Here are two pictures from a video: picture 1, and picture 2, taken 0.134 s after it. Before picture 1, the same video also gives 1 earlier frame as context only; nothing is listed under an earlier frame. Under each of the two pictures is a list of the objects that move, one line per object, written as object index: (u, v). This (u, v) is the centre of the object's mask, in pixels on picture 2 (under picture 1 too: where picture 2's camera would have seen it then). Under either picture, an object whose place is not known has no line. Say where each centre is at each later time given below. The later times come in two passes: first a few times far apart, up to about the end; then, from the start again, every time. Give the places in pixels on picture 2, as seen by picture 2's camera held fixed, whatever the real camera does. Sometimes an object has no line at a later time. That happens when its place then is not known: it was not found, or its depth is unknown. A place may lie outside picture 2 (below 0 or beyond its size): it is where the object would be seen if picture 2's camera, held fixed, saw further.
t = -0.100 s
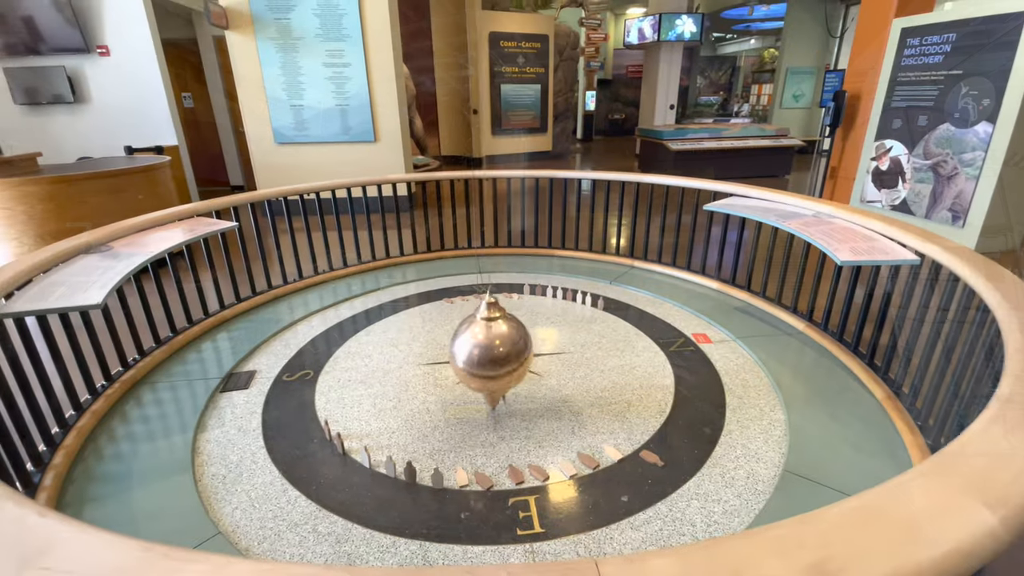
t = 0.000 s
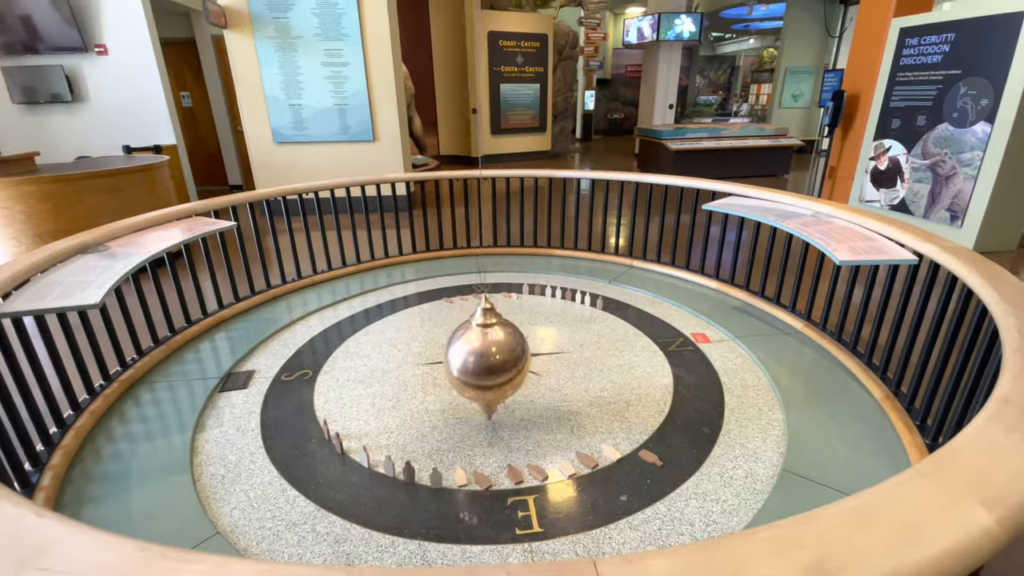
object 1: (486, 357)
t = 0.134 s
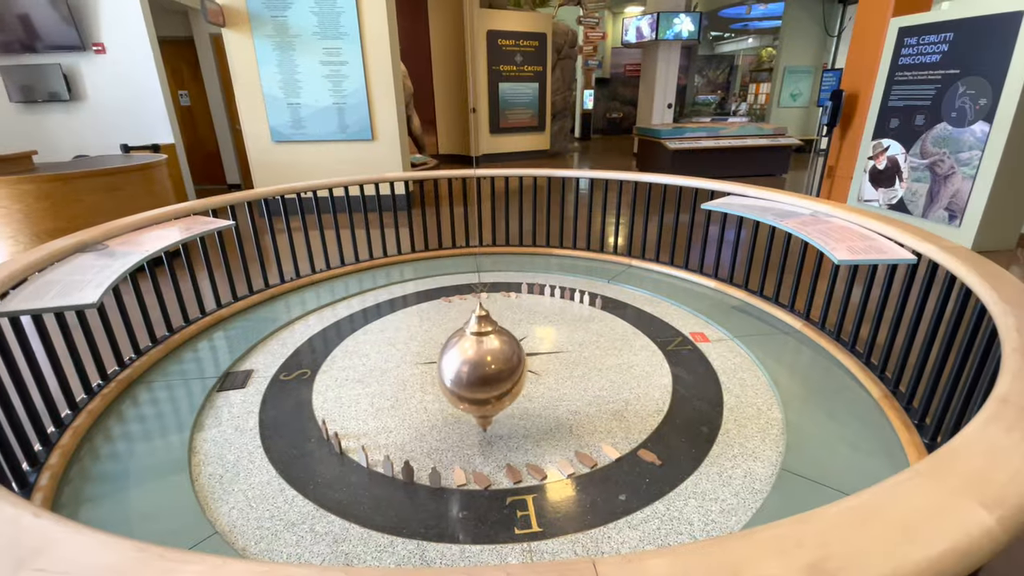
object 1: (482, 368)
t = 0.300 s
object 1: (477, 380)
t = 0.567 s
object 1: (468, 396)
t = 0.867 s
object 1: (460, 408)
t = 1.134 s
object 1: (455, 409)
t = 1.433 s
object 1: (454, 401)
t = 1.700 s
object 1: (457, 387)
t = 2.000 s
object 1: (463, 366)
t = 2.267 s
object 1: (469, 345)
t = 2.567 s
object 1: (477, 325)
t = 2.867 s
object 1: (484, 303)
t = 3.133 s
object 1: (489, 287)
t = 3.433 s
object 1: (495, 273)
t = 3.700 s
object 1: (499, 263)
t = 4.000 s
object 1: (503, 254)
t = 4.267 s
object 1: (505, 249)
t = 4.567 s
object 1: (508, 246)
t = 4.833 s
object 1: (510, 247)
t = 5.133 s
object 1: (511, 251)
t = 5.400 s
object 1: (511, 257)
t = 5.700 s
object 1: (510, 267)
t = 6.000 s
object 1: (508, 280)
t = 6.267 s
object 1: (505, 294)
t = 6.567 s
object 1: (500, 313)
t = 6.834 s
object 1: (494, 332)
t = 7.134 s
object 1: (486, 354)
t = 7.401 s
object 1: (478, 374)
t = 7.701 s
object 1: (468, 394)
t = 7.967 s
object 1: (461, 406)
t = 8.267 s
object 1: (455, 410)
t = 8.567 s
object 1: (453, 403)
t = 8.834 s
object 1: (455, 390)
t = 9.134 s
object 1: (461, 369)
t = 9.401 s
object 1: (466, 350)
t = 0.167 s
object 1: (481, 370)
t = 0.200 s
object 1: (480, 373)
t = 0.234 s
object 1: (479, 375)
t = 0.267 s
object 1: (477, 377)
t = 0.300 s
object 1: (477, 380)
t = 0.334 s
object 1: (475, 382)
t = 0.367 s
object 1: (474, 384)
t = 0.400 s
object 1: (473, 386)
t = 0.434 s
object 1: (472, 388)
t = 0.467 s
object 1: (471, 390)
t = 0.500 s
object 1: (470, 392)
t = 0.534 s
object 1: (469, 394)
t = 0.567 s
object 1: (468, 396)
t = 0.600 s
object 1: (467, 398)
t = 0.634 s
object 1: (466, 399)
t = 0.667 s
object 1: (465, 401)
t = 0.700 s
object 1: (464, 402)
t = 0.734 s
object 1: (463, 404)
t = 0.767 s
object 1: (462, 405)
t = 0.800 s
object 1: (461, 406)
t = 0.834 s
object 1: (460, 407)
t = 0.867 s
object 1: (460, 408)
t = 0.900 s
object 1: (459, 408)
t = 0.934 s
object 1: (458, 409)
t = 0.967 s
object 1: (458, 409)
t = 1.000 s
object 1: (457, 410)
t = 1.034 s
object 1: (457, 410)
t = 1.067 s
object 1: (456, 410)
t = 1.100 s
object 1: (455, 410)
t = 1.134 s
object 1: (455, 409)
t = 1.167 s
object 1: (455, 409)
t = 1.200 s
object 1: (455, 408)
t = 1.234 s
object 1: (455, 408)
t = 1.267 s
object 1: (454, 407)
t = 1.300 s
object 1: (454, 406)
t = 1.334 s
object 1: (454, 405)
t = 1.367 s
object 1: (454, 404)
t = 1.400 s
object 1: (454, 403)
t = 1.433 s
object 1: (454, 401)
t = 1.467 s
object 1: (454, 400)
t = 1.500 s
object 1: (455, 398)
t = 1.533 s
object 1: (455, 396)
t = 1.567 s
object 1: (455, 395)
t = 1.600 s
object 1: (456, 393)
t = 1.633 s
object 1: (456, 391)
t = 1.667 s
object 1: (457, 389)
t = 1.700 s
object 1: (457, 387)
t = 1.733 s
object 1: (458, 385)
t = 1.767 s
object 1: (458, 382)
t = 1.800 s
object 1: (459, 380)
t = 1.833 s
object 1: (460, 378)
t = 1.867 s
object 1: (460, 376)
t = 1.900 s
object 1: (461, 373)
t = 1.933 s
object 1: (462, 371)
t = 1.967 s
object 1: (462, 368)
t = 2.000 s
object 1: (463, 366)
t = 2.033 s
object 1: (464, 363)
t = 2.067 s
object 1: (464, 361)
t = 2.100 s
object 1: (465, 358)
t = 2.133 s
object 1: (466, 356)
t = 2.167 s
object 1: (467, 353)
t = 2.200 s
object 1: (468, 351)
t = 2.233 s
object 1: (468, 348)
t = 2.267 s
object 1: (469, 345)
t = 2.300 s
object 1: (470, 343)
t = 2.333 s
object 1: (471, 341)
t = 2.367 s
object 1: (472, 338)
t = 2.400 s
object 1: (473, 335)
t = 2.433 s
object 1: (473, 333)
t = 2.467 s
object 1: (474, 331)
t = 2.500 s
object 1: (475, 328)
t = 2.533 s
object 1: (476, 327)
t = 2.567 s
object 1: (477, 325)
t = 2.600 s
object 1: (477, 321)
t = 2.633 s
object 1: (478, 318)
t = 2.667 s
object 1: (479, 316)
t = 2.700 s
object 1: (479, 313)
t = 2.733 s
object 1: (480, 312)
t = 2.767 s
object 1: (481, 310)
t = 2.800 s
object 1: (482, 307)
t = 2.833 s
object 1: (483, 305)
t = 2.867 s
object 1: (484, 303)
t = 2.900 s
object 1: (484, 301)
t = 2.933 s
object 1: (485, 299)
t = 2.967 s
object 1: (486, 297)
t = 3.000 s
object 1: (486, 295)
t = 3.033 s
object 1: (487, 293)
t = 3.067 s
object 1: (488, 291)
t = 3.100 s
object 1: (488, 289)
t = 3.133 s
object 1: (489, 287)
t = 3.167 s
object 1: (490, 286)
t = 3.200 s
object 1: (491, 284)
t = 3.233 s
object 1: (491, 282)
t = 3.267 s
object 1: (492, 281)
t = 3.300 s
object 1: (492, 279)
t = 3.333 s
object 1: (493, 277)
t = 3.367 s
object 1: (493, 276)
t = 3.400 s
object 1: (494, 274)
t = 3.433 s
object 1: (495, 273)
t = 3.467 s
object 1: (495, 271)
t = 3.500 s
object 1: (496, 270)
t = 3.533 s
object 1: (496, 269)
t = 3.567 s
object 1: (497, 267)
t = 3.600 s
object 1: (497, 266)
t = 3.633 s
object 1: (498, 265)
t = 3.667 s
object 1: (498, 264)
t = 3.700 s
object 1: (499, 263)
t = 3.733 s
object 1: (499, 262)
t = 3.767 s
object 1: (500, 261)
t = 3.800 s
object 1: (500, 259)
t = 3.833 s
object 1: (501, 259)
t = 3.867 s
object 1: (501, 257)
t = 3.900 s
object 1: (502, 257)
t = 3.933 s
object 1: (502, 256)
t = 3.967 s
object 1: (502, 255)
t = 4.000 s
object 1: (503, 254)
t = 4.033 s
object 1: (503, 253)
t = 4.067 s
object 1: (503, 253)
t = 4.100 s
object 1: (504, 252)
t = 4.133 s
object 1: (504, 251)
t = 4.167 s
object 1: (504, 250)
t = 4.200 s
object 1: (505, 250)
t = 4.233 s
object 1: (505, 249)
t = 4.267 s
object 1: (505, 249)
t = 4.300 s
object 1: (506, 248)
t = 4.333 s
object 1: (506, 248)
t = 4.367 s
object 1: (506, 248)
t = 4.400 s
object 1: (506, 247)
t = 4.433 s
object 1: (507, 247)
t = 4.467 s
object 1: (507, 247)
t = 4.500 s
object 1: (507, 247)
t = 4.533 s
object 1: (508, 246)
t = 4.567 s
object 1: (508, 246)
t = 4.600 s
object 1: (508, 246)
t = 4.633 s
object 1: (509, 246)
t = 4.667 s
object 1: (509, 246)
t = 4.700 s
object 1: (509, 246)
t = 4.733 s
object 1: (509, 246)
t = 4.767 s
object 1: (509, 247)
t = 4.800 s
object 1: (509, 247)
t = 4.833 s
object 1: (510, 247)
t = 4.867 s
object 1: (510, 247)
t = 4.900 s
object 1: (510, 248)
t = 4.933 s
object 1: (510, 248)
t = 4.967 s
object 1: (510, 248)
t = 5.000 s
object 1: (510, 249)
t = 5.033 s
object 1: (510, 250)
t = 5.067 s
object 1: (510, 250)
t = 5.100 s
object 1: (511, 250)
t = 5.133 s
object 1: (511, 251)
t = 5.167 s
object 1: (511, 252)
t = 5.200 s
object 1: (511, 252)
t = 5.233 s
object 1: (511, 253)
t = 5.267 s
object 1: (511, 254)
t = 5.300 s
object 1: (511, 254)
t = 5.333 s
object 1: (511, 255)
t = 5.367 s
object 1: (511, 256)
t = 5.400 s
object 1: (511, 257)
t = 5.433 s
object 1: (511, 258)
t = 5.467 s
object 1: (511, 259)
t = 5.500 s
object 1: (511, 260)
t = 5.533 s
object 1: (510, 261)
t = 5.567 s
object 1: (510, 262)
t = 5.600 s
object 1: (510, 263)
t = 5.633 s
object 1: (510, 265)
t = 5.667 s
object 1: (510, 266)
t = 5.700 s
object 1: (510, 267)
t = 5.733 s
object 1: (510, 268)
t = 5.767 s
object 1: (510, 270)
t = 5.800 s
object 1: (510, 271)
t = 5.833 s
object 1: (510, 272)
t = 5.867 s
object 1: (509, 274)
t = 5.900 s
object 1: (509, 275)
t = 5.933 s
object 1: (509, 277)
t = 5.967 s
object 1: (508, 278)
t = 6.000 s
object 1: (508, 280)
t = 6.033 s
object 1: (508, 282)
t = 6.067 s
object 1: (507, 283)
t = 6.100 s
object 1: (507, 285)
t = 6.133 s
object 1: (507, 287)
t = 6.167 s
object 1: (506, 289)
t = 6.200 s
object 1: (506, 291)
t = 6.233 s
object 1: (505, 293)
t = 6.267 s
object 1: (505, 294)
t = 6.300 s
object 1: (504, 296)
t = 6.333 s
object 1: (504, 298)
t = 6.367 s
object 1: (503, 300)
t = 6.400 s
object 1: (503, 302)
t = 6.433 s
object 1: (502, 305)
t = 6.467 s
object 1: (502, 307)
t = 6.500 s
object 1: (501, 309)
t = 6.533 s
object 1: (501, 311)
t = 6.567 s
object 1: (500, 313)
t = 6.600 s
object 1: (499, 316)
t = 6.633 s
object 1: (498, 318)
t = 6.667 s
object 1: (497, 321)
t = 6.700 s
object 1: (497, 323)
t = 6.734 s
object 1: (496, 325)
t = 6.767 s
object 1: (496, 327)
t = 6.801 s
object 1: (495, 329)
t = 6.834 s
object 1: (494, 332)
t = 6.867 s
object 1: (493, 334)
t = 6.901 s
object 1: (493, 337)
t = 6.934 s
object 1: (492, 339)
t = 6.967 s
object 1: (491, 342)
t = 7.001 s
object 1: (490, 344)
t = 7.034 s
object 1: (489, 347)
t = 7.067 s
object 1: (488, 349)
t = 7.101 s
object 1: (487, 352)
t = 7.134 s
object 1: (486, 354)
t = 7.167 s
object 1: (485, 357)
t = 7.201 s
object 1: (484, 360)
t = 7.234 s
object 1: (483, 362)
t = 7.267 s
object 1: (482, 364)
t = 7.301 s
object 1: (481, 367)
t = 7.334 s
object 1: (480, 369)
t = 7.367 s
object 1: (479, 372)
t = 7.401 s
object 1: (478, 374)
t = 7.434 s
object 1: (477, 377)
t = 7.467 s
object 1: (476, 379)
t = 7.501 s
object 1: (475, 381)
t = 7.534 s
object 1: (474, 383)
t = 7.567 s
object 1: (473, 386)
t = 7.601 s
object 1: (471, 388)
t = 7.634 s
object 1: (470, 390)
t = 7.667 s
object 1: (469, 392)
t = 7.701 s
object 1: (468, 394)
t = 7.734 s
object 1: (467, 396)
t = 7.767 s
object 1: (466, 397)
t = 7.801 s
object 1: (465, 399)
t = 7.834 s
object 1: (464, 401)
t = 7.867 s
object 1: (463, 402)
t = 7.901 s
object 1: (462, 403)
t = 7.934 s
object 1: (461, 404)
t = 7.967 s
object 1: (461, 406)
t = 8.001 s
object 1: (460, 407)
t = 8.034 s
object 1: (459, 407)
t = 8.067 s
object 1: (458, 408)
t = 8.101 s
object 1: (458, 409)
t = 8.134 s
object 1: (457, 409)
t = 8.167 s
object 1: (457, 409)
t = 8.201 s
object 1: (456, 410)
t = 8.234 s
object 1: (456, 410)
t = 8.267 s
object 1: (455, 410)
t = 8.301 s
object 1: (455, 409)
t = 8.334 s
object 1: (454, 409)
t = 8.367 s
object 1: (454, 409)
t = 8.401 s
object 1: (454, 408)
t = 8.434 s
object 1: (454, 407)
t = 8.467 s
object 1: (454, 406)
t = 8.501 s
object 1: (453, 405)
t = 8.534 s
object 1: (453, 404)
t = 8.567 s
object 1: (453, 403)
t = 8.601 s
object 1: (453, 402)
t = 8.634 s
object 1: (454, 400)
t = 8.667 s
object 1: (454, 399)
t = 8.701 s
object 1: (454, 397)
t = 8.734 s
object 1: (454, 395)
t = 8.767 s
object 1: (454, 393)
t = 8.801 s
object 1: (455, 392)
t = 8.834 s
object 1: (455, 390)
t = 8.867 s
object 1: (456, 388)
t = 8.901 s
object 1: (456, 386)
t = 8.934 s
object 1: (457, 383)
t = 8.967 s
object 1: (457, 381)
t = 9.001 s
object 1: (458, 379)
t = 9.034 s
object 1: (459, 377)
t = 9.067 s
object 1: (459, 374)
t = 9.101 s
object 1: (460, 372)
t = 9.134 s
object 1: (461, 369)
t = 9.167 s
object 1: (461, 367)
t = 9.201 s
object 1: (462, 365)
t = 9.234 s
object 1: (463, 362)
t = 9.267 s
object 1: (464, 360)
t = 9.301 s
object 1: (464, 357)
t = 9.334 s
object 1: (465, 355)
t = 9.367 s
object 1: (466, 352)
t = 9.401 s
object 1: (466, 350)
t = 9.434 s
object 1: (467, 347)
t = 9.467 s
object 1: (468, 345)
